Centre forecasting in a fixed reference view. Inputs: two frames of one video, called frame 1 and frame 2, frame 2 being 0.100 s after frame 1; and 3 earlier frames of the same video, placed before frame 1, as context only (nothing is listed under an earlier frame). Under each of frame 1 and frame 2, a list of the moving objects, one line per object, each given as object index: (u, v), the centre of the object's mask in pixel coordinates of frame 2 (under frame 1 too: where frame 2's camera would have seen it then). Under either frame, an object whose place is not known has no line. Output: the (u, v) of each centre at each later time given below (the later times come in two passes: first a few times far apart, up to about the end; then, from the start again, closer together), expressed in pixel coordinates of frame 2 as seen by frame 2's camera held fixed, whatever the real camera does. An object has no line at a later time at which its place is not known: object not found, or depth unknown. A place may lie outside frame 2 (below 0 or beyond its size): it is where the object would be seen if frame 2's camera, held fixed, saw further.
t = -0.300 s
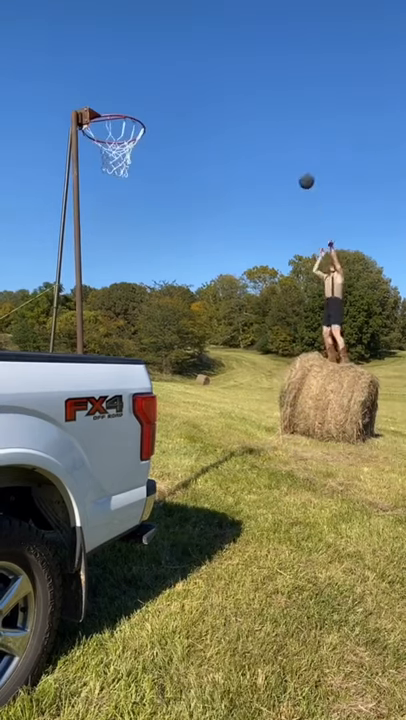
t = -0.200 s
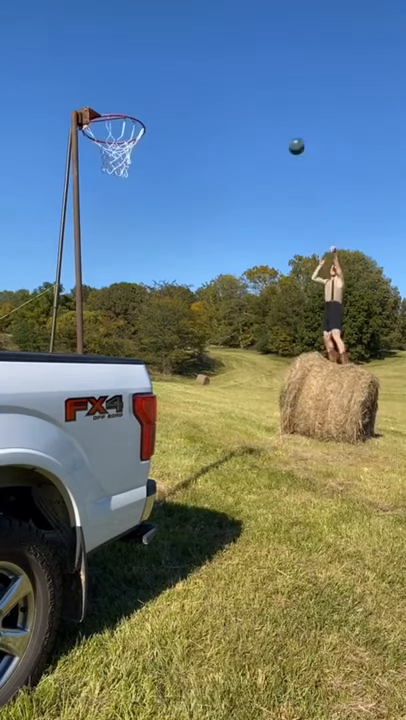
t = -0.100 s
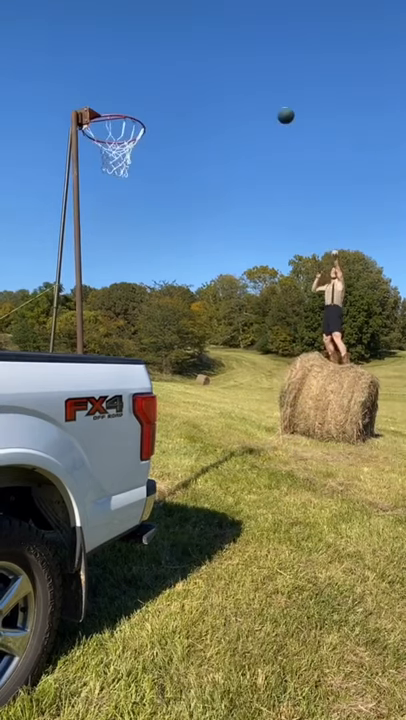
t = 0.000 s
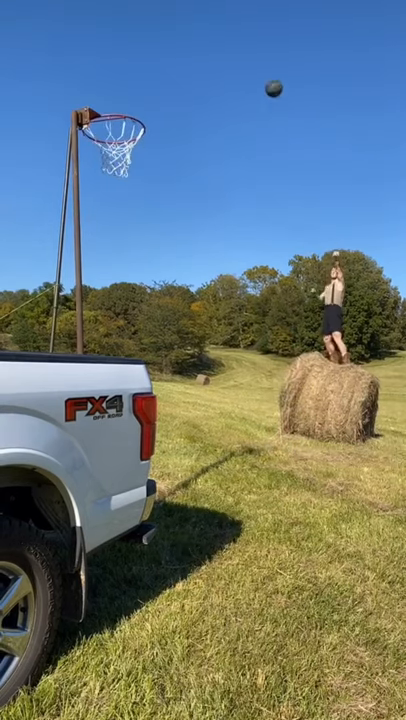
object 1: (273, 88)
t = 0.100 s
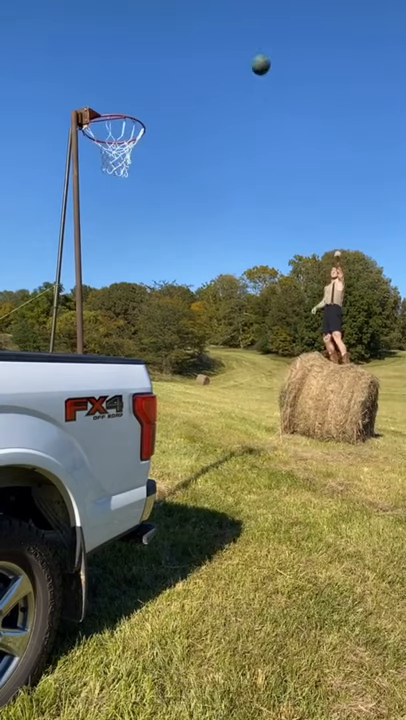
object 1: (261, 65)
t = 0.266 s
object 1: (236, 39)
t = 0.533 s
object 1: (184, 40)
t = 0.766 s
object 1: (119, 107)
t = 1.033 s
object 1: (124, 147)
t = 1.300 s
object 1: (149, 223)
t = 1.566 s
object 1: (172, 370)
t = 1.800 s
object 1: (193, 496)
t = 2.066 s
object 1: (219, 425)
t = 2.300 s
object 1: (241, 431)
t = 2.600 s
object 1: (270, 493)
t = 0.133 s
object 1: (256, 58)
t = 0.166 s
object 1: (251, 52)
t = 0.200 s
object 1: (246, 47)
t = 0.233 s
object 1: (241, 42)
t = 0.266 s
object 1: (236, 39)
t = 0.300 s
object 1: (230, 35)
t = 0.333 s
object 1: (224, 33)
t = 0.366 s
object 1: (218, 31)
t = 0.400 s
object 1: (212, 31)
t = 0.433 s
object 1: (205, 31)
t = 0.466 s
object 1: (199, 33)
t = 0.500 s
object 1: (191, 35)
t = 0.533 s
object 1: (184, 40)
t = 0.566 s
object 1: (176, 46)
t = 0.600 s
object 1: (167, 52)
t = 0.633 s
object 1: (159, 60)
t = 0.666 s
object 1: (149, 70)
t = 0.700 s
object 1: (139, 82)
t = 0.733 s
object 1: (129, 95)
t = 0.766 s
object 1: (119, 107)
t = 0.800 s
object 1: (107, 131)
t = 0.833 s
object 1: (97, 146)
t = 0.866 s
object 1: (97, 143)
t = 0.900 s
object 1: (103, 139)
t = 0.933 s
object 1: (110, 137)
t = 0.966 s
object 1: (115, 139)
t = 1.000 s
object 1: (119, 142)
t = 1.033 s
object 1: (124, 147)
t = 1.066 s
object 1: (127, 153)
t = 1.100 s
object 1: (131, 160)
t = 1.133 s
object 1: (134, 167)
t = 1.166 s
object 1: (137, 176)
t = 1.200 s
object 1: (139, 185)
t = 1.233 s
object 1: (142, 197)
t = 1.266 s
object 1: (146, 209)
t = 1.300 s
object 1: (149, 223)
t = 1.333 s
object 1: (151, 238)
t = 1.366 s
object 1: (155, 253)
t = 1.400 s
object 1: (157, 271)
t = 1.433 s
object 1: (160, 288)
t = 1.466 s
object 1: (163, 307)
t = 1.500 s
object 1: (165, 327)
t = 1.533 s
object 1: (168, 348)
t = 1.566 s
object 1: (172, 370)
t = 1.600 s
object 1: (174, 393)
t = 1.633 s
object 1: (177, 417)
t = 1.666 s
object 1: (180, 441)
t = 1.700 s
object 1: (183, 468)
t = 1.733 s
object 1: (187, 495)
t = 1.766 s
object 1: (189, 506)
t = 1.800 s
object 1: (193, 496)
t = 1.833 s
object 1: (196, 482)
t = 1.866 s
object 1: (199, 469)
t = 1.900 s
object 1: (202, 458)
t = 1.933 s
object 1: (206, 449)
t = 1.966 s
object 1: (209, 441)
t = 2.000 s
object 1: (212, 435)
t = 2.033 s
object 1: (216, 429)
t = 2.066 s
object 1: (219, 425)
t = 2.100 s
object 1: (222, 422)
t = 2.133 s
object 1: (225, 421)
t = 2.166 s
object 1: (228, 421)
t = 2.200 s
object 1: (231, 421)
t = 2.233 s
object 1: (235, 423)
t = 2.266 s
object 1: (238, 427)
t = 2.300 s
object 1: (241, 431)
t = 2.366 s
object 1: (248, 443)
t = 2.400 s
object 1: (251, 451)
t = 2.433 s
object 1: (255, 461)
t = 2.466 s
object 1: (258, 471)
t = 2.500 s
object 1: (261, 484)
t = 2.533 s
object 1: (265, 493)
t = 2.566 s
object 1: (268, 494)
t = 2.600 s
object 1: (270, 493)
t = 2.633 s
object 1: (272, 491)
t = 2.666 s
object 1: (275, 490)
